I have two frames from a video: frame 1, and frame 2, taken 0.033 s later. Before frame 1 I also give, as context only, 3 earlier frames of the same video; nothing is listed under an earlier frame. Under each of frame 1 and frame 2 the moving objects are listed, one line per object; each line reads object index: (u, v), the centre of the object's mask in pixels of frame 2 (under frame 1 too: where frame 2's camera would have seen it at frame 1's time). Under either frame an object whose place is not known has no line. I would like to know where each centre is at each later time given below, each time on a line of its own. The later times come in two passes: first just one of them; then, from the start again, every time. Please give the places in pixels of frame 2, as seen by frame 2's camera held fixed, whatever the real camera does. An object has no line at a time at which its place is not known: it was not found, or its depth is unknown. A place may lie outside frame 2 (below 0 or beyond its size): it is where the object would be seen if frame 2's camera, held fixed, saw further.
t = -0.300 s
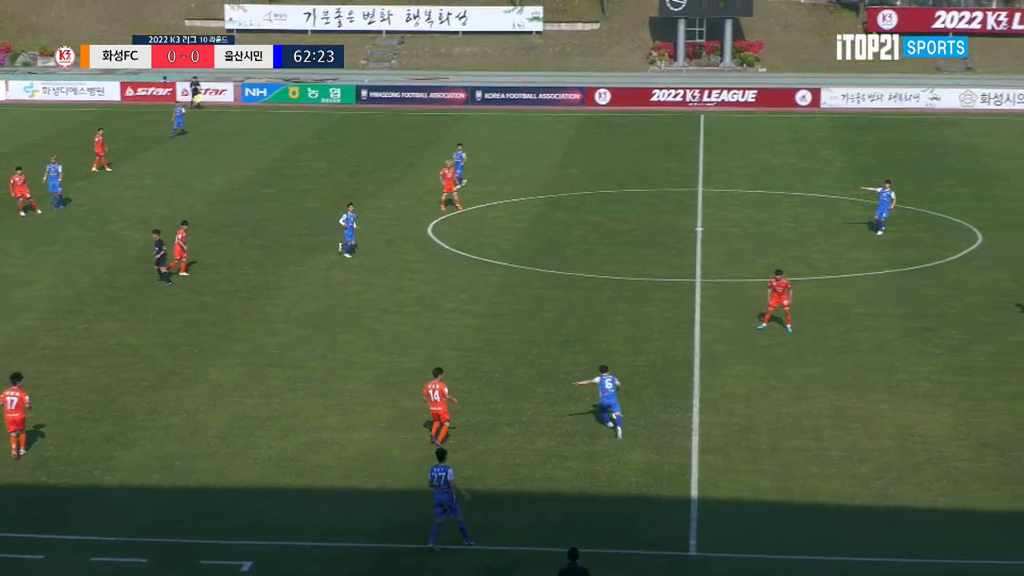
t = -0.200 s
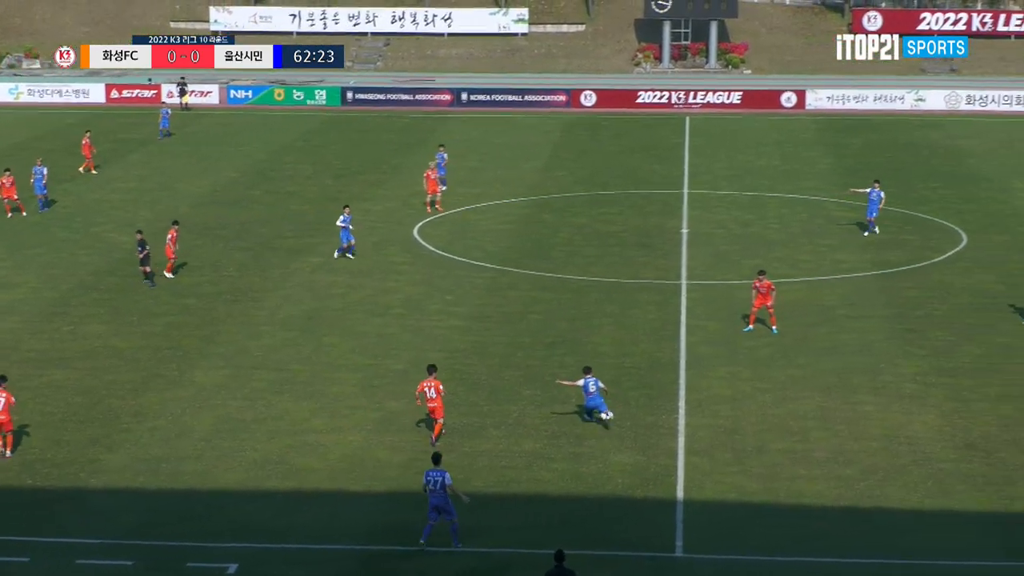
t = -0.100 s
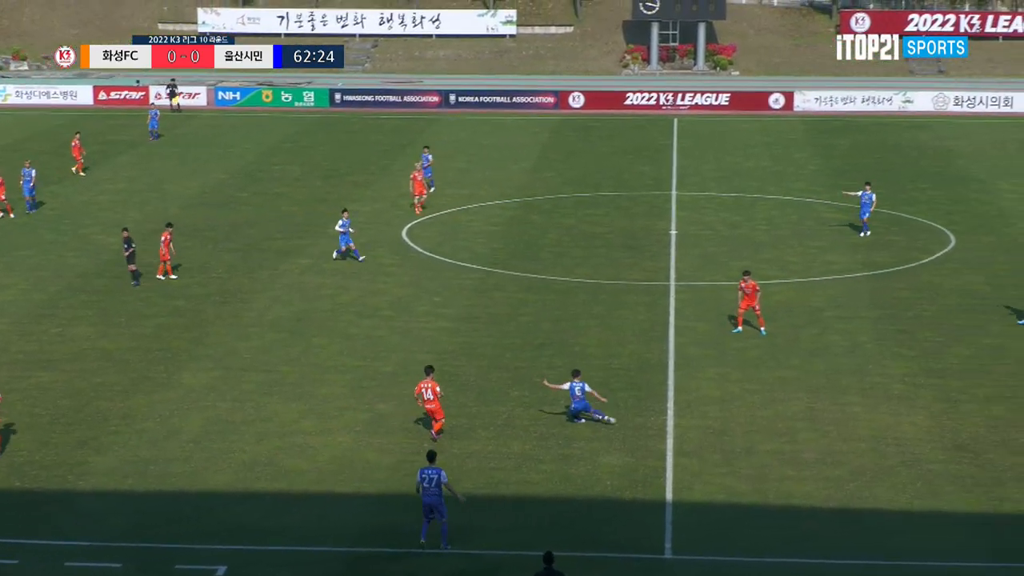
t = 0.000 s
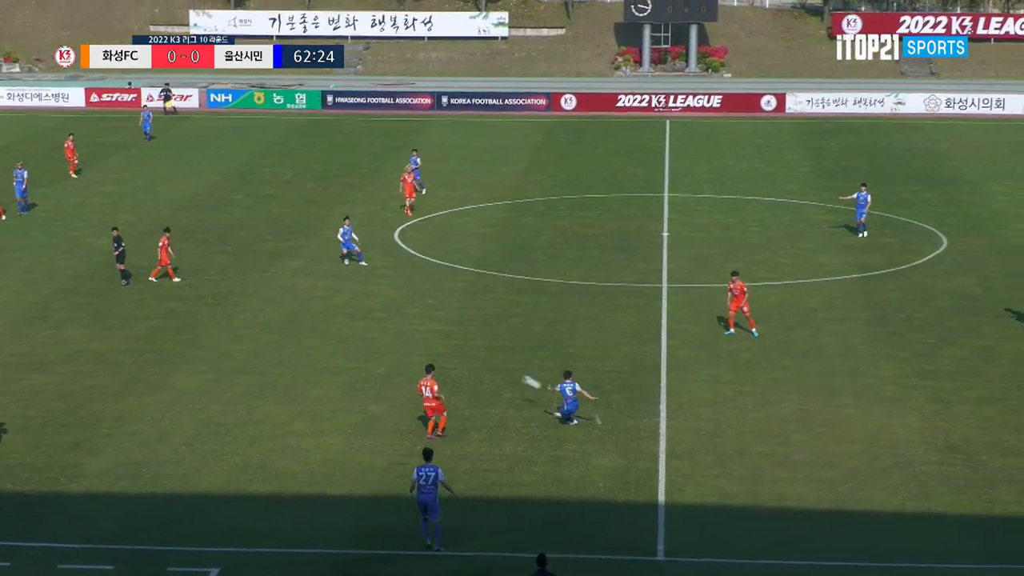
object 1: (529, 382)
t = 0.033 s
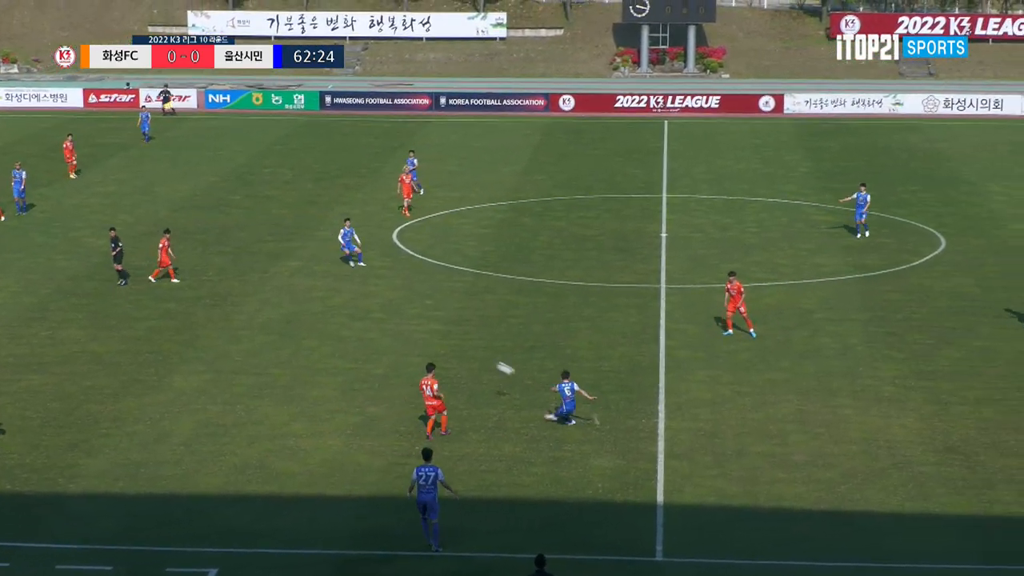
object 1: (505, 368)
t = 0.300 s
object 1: (324, 270)
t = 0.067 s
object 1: (481, 354)
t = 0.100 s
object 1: (457, 341)
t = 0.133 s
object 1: (433, 328)
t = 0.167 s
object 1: (411, 315)
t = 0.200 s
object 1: (388, 303)
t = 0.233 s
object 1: (367, 292)
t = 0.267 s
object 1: (346, 280)
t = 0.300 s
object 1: (324, 270)
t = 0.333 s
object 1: (305, 260)
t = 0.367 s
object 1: (286, 250)
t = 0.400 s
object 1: (266, 241)
